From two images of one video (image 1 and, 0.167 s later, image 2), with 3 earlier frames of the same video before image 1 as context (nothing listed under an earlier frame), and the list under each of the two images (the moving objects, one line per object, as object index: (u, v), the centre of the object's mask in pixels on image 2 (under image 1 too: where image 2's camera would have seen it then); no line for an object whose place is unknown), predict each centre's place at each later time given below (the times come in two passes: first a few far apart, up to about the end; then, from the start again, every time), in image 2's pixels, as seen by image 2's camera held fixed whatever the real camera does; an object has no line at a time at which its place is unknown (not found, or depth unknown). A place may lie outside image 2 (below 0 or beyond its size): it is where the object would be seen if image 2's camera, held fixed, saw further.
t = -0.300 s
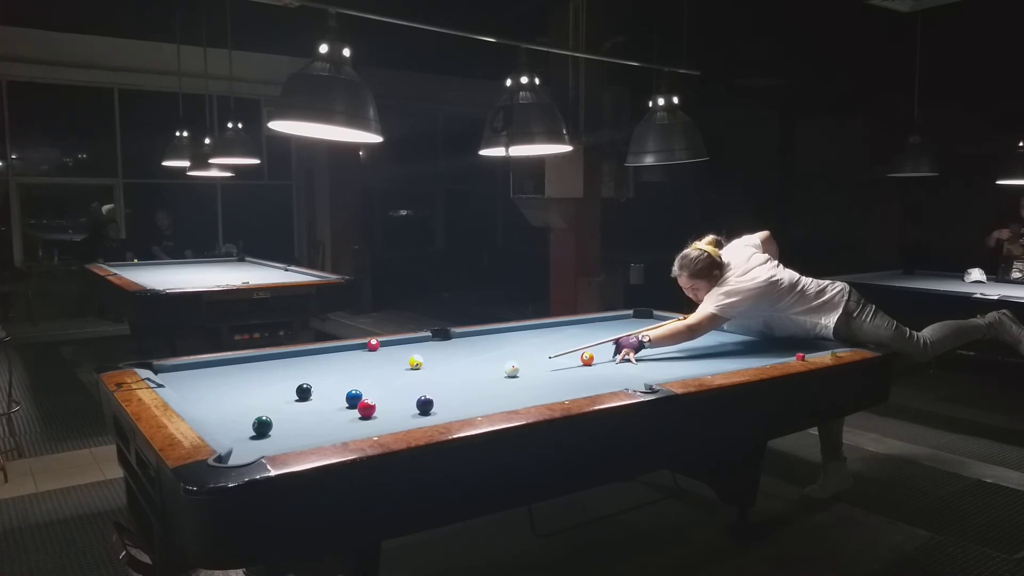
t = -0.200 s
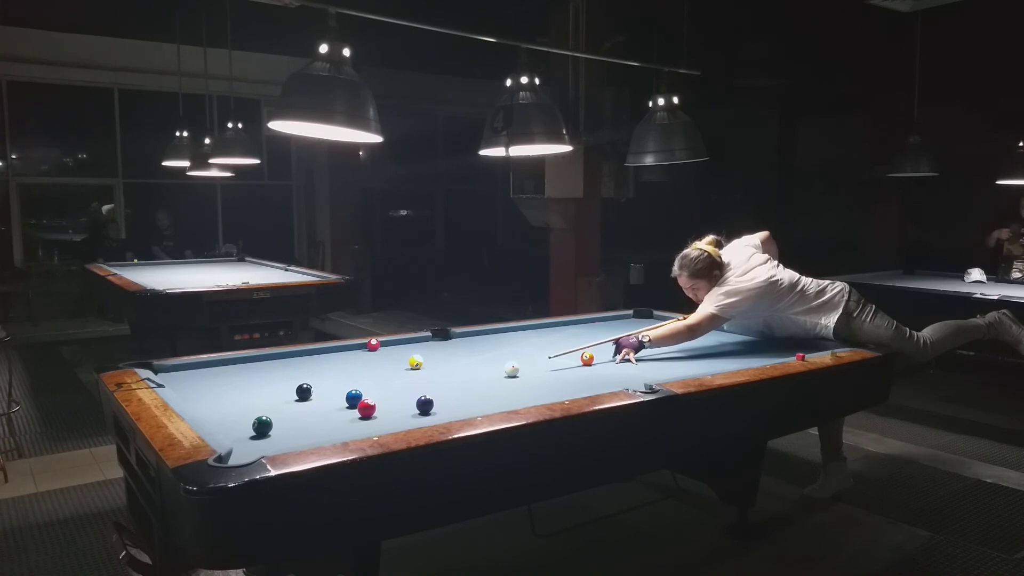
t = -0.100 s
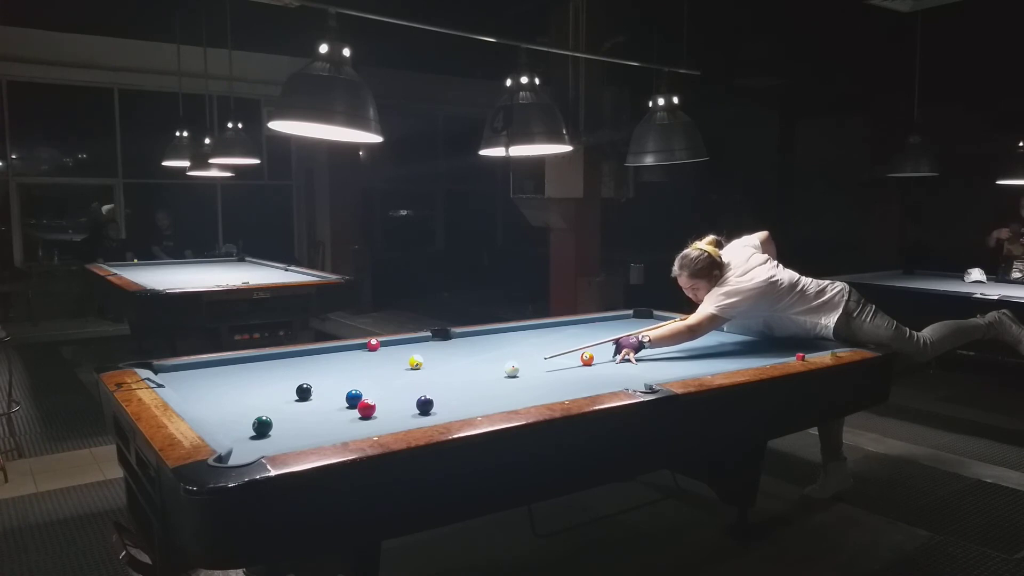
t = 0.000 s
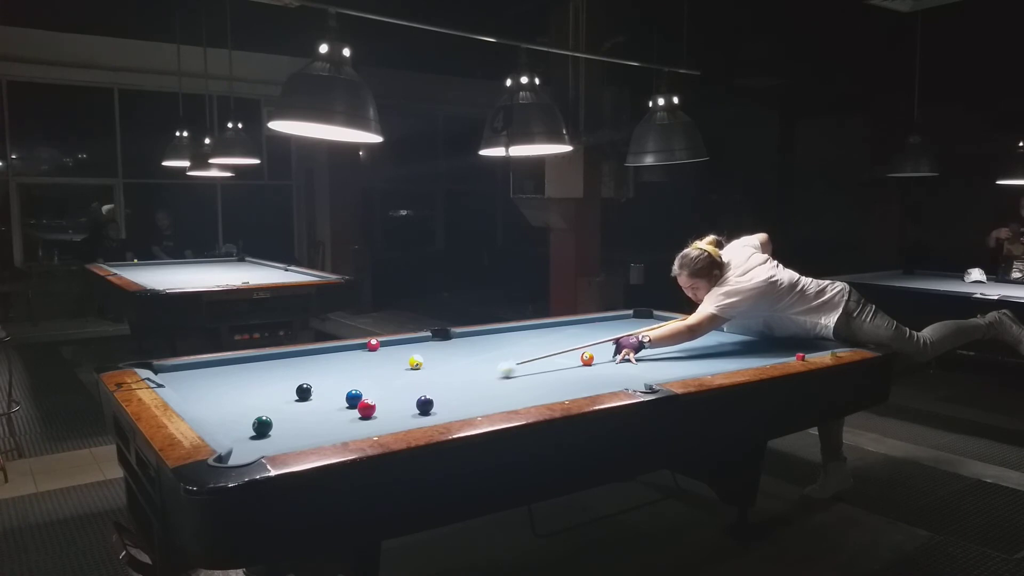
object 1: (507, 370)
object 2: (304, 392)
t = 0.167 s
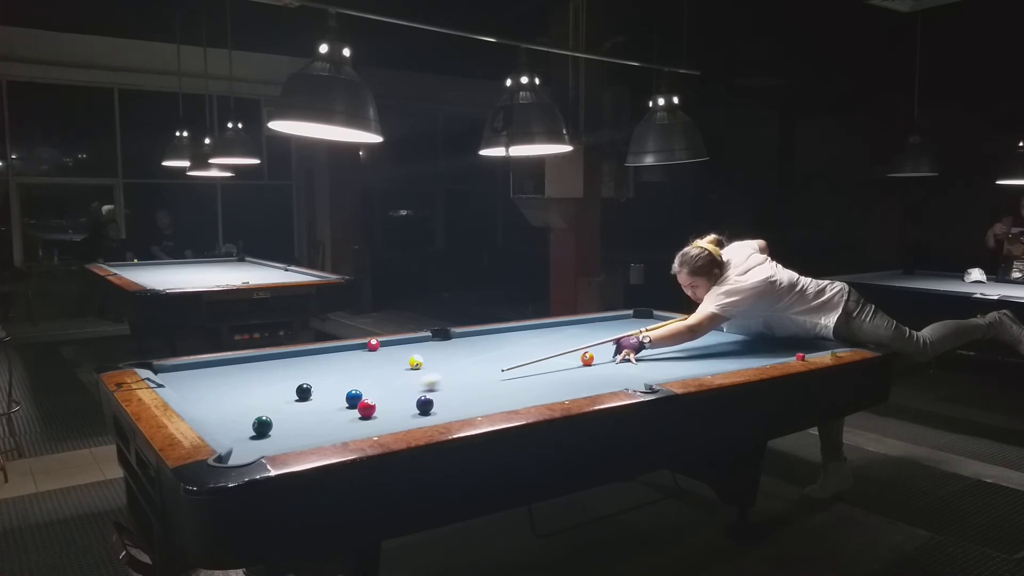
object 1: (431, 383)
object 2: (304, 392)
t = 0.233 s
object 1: (397, 388)
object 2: (304, 392)
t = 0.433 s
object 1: (316, 395)
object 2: (301, 391)
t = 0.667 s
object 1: (269, 403)
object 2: (262, 386)
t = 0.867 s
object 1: (225, 410)
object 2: (233, 383)
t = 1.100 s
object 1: (225, 411)
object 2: (201, 378)
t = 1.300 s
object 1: (249, 409)
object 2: (176, 375)
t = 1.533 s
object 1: (276, 406)
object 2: (160, 370)
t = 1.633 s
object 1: (286, 405)
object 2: (159, 368)
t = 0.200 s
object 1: (414, 385)
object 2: (304, 392)
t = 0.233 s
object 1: (397, 388)
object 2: (304, 392)
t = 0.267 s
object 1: (380, 391)
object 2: (304, 392)
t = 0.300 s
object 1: (365, 391)
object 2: (304, 392)
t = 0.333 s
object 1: (353, 391)
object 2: (304, 392)
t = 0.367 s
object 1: (339, 391)
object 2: (304, 392)
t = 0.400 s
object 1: (327, 393)
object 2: (304, 392)
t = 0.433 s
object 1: (316, 395)
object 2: (301, 391)
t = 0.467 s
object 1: (310, 395)
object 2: (295, 390)
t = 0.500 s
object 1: (304, 397)
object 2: (289, 389)
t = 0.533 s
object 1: (298, 398)
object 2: (283, 388)
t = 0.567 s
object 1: (291, 399)
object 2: (277, 388)
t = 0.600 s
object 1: (283, 401)
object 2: (272, 387)
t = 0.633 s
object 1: (276, 402)
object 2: (267, 386)
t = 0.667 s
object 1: (269, 403)
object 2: (262, 386)
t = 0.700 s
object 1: (262, 405)
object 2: (257, 386)
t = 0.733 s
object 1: (254, 406)
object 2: (252, 385)
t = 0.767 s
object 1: (247, 407)
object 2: (248, 384)
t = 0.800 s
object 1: (240, 408)
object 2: (243, 383)
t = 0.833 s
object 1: (232, 409)
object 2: (238, 383)
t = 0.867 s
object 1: (225, 410)
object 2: (233, 383)
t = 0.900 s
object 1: (217, 412)
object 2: (229, 382)
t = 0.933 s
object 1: (210, 413)
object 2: (224, 381)
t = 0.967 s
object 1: (208, 413)
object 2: (219, 380)
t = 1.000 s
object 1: (211, 413)
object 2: (215, 380)
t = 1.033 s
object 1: (216, 413)
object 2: (210, 379)
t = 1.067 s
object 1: (220, 412)
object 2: (206, 379)
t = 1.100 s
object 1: (225, 411)
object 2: (201, 378)
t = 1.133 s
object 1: (229, 411)
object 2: (197, 378)
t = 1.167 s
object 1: (233, 411)
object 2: (193, 377)
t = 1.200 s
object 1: (237, 410)
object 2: (188, 376)
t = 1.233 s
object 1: (241, 410)
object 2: (184, 376)
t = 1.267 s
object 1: (245, 409)
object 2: (180, 376)
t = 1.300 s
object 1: (249, 409)
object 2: (176, 375)
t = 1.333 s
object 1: (253, 408)
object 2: (172, 374)
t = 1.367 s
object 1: (257, 408)
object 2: (168, 374)
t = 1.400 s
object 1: (261, 407)
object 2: (163, 373)
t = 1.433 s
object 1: (265, 407)
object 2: (160, 372)
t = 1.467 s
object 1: (269, 407)
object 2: (160, 371)
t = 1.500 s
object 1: (272, 406)
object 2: (160, 371)
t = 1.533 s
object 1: (276, 406)
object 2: (160, 370)
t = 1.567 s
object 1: (279, 405)
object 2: (159, 370)
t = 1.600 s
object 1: (283, 405)
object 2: (160, 369)
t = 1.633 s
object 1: (286, 405)
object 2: (159, 368)
